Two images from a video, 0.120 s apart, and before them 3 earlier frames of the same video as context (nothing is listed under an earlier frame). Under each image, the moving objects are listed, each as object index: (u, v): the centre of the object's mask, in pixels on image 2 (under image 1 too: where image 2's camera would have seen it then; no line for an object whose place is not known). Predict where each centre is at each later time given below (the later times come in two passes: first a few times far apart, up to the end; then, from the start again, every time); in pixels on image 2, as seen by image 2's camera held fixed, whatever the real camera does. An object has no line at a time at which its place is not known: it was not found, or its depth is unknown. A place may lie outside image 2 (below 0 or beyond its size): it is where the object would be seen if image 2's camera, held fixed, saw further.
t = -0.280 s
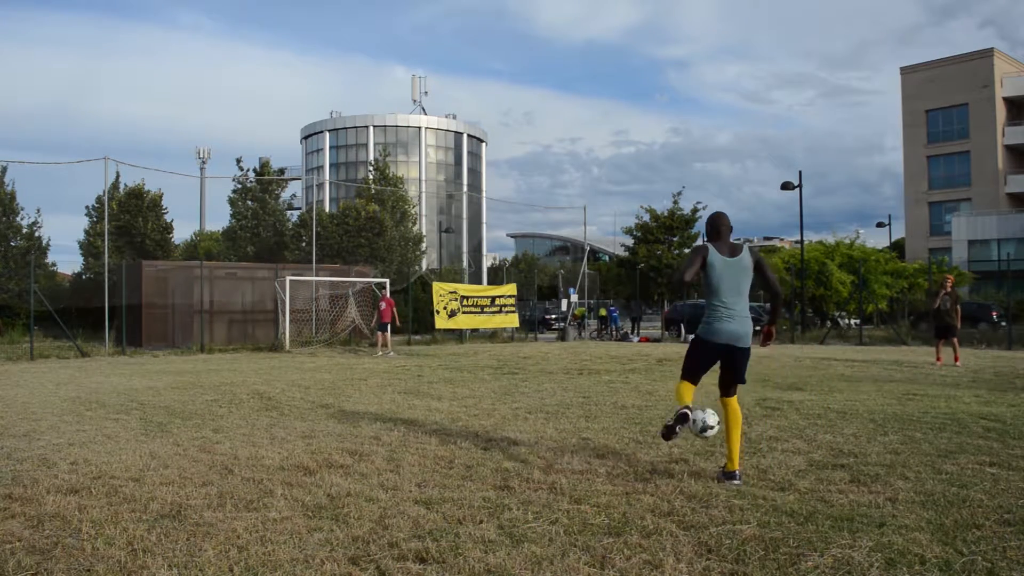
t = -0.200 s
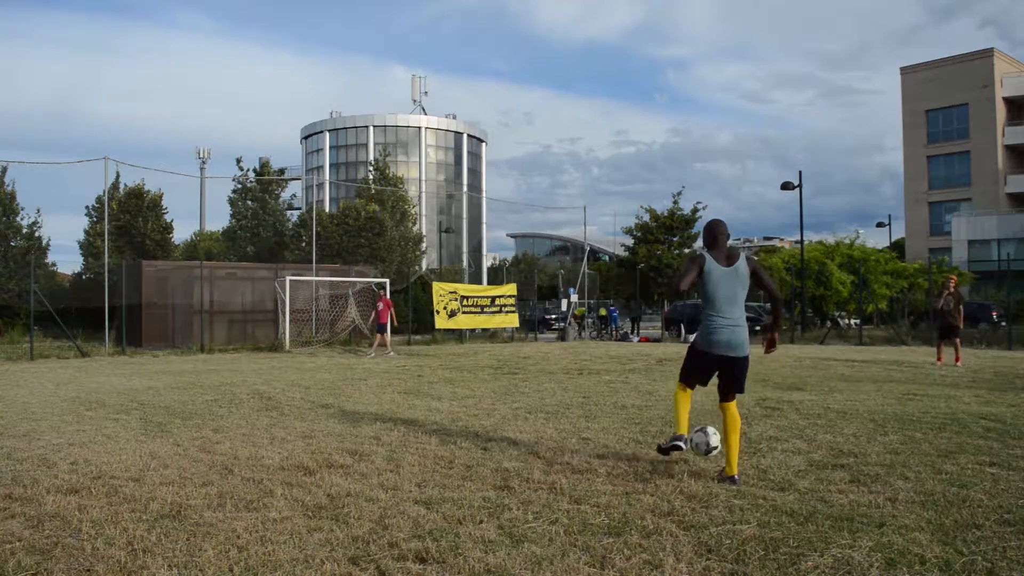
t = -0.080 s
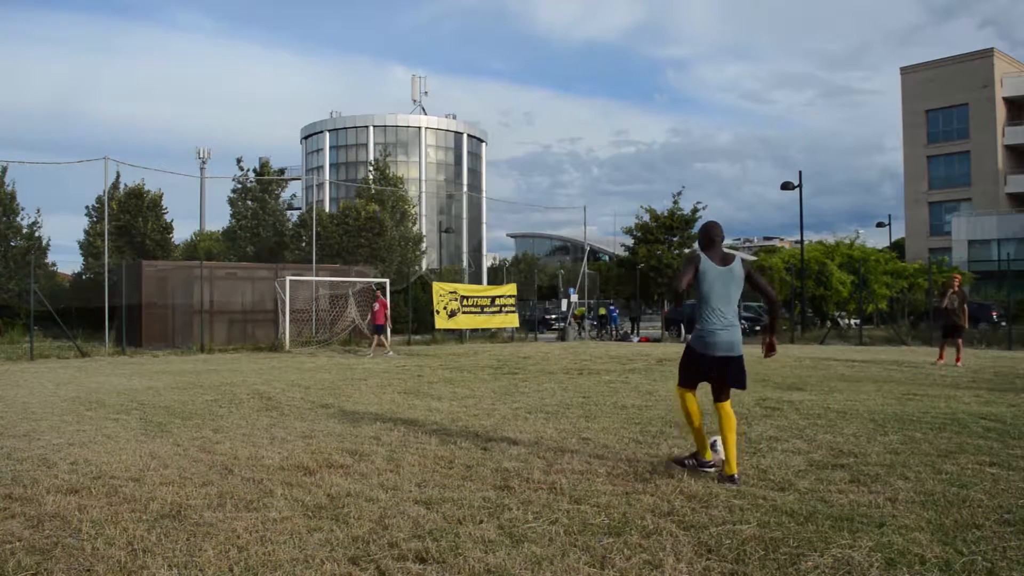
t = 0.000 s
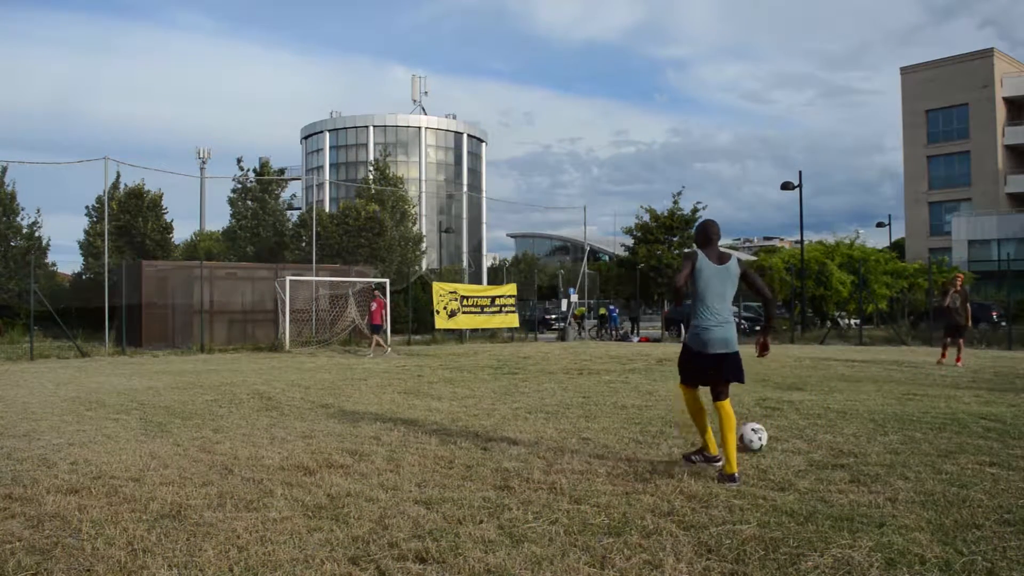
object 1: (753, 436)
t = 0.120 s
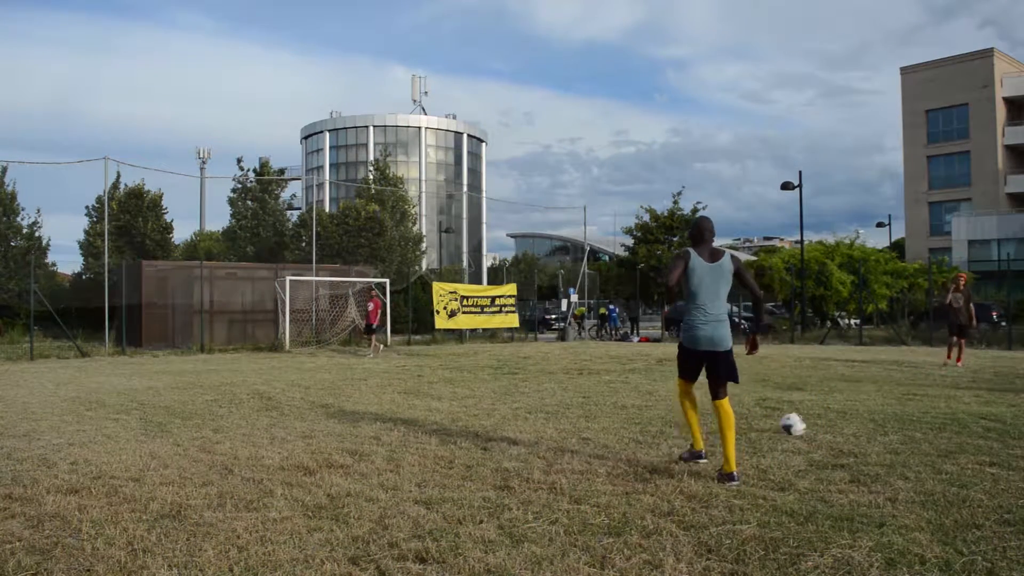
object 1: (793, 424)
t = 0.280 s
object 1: (829, 411)
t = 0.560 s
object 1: (865, 398)
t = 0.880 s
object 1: (891, 388)
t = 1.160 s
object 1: (906, 383)
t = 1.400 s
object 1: (917, 379)
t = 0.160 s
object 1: (803, 420)
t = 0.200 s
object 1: (811, 416)
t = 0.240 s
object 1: (820, 413)
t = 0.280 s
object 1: (829, 411)
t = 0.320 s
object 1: (835, 408)
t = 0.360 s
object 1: (841, 406)
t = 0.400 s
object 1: (847, 404)
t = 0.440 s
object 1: (851, 402)
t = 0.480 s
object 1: (856, 399)
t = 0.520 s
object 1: (861, 398)
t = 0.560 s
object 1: (865, 398)
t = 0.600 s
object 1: (869, 396)
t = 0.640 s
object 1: (872, 394)
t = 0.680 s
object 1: (876, 393)
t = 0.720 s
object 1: (880, 392)
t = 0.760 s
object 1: (882, 393)
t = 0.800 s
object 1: (885, 391)
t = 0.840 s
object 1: (888, 390)
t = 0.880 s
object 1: (891, 388)
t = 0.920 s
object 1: (892, 386)
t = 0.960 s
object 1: (896, 385)
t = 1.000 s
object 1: (898, 385)
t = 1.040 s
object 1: (900, 384)
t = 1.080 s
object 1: (901, 384)
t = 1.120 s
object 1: (904, 384)
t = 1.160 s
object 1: (906, 383)
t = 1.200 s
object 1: (908, 381)
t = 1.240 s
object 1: (910, 379)
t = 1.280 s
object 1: (912, 380)
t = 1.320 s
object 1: (913, 381)
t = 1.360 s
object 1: (915, 379)
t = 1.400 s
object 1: (917, 379)
